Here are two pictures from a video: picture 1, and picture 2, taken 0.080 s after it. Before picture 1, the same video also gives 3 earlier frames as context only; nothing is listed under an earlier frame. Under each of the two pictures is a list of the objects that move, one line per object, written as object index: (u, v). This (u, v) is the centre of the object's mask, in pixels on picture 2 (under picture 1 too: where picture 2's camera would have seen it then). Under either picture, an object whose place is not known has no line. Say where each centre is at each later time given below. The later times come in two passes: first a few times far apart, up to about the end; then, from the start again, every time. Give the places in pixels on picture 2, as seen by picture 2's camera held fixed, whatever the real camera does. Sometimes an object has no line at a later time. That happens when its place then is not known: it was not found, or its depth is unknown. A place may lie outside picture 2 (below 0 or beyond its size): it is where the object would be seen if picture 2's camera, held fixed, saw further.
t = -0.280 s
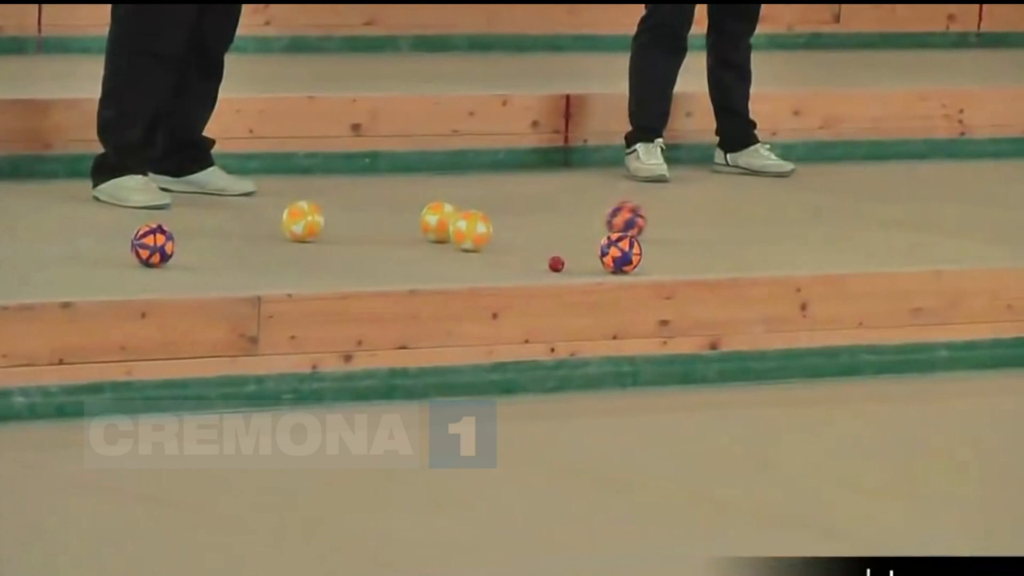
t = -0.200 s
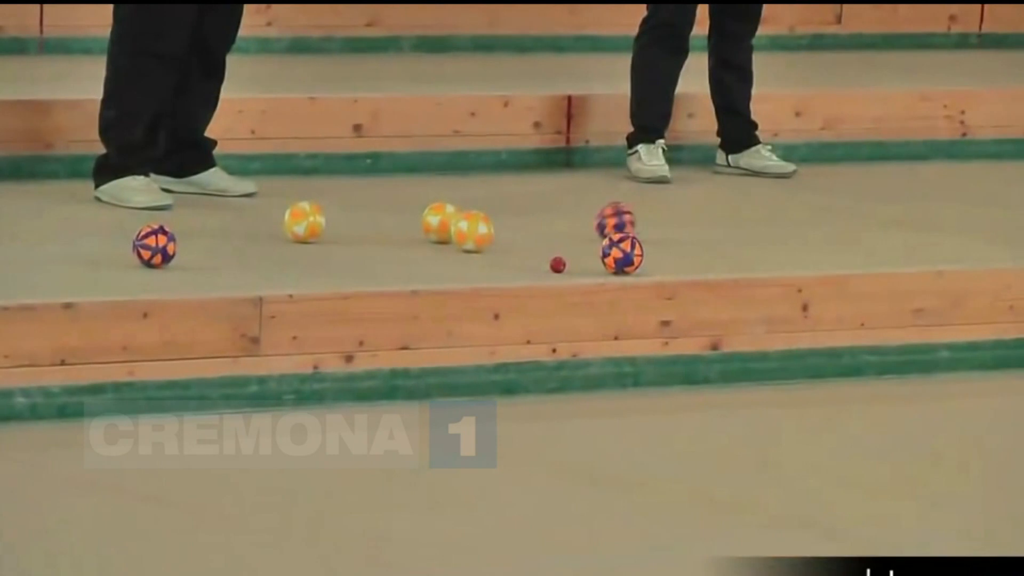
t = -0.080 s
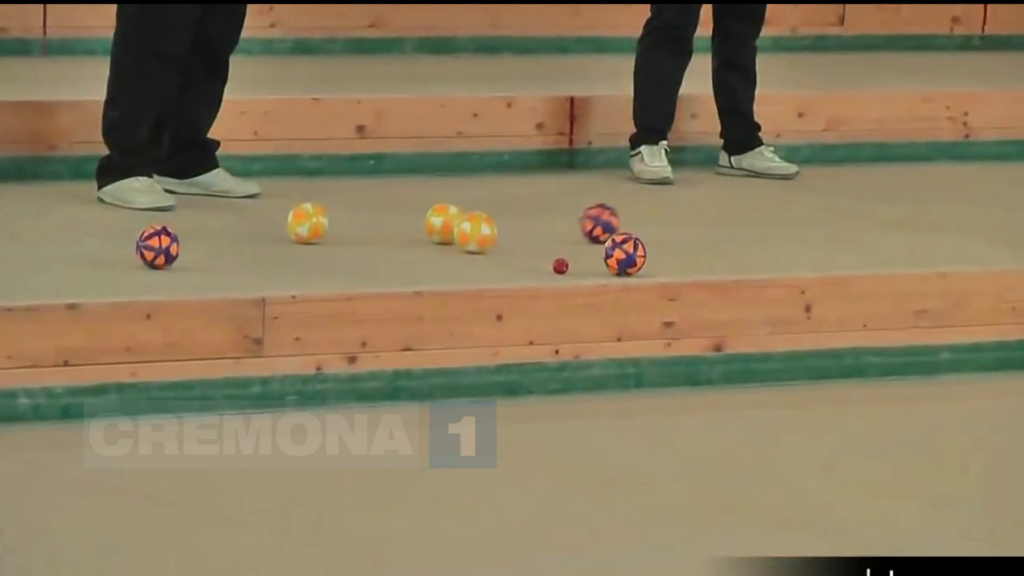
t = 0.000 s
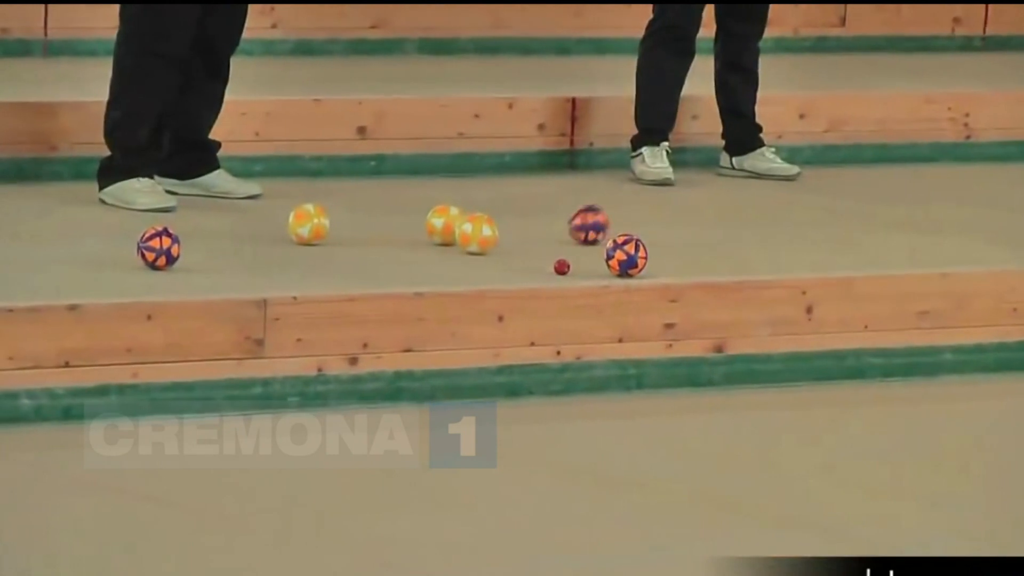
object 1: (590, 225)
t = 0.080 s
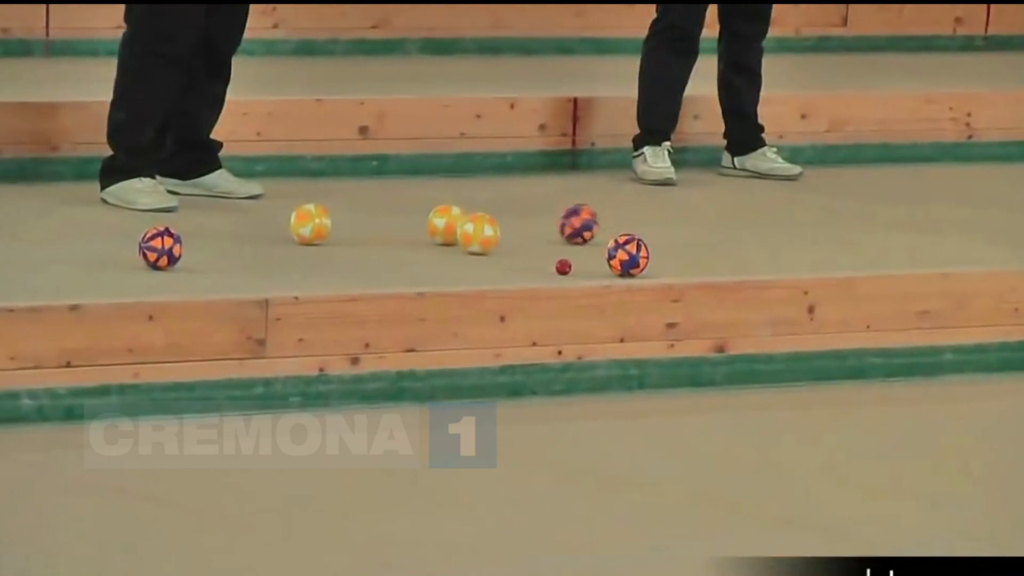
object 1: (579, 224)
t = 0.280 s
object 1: (550, 224)
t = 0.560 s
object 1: (515, 225)
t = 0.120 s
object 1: (573, 224)
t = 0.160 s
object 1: (567, 224)
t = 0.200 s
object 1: (561, 225)
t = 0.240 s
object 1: (556, 224)
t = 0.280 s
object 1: (550, 224)
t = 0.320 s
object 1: (545, 224)
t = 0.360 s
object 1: (540, 224)
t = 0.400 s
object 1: (534, 225)
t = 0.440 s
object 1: (529, 225)
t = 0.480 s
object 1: (524, 225)
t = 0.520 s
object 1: (519, 225)
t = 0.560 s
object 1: (515, 225)
